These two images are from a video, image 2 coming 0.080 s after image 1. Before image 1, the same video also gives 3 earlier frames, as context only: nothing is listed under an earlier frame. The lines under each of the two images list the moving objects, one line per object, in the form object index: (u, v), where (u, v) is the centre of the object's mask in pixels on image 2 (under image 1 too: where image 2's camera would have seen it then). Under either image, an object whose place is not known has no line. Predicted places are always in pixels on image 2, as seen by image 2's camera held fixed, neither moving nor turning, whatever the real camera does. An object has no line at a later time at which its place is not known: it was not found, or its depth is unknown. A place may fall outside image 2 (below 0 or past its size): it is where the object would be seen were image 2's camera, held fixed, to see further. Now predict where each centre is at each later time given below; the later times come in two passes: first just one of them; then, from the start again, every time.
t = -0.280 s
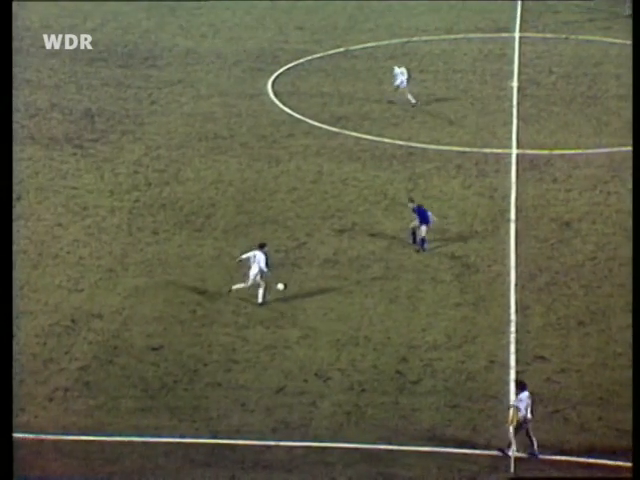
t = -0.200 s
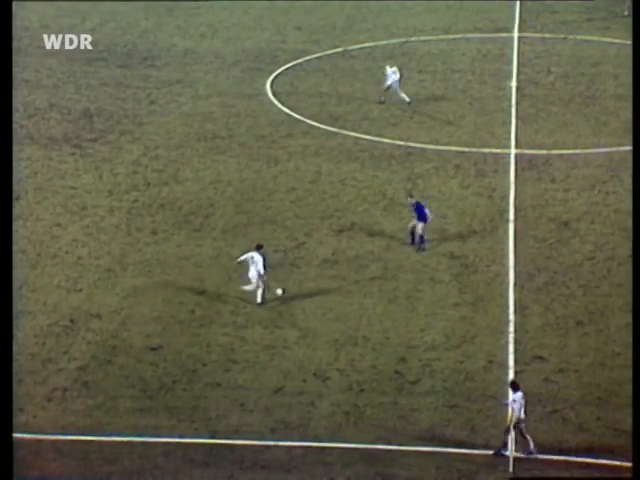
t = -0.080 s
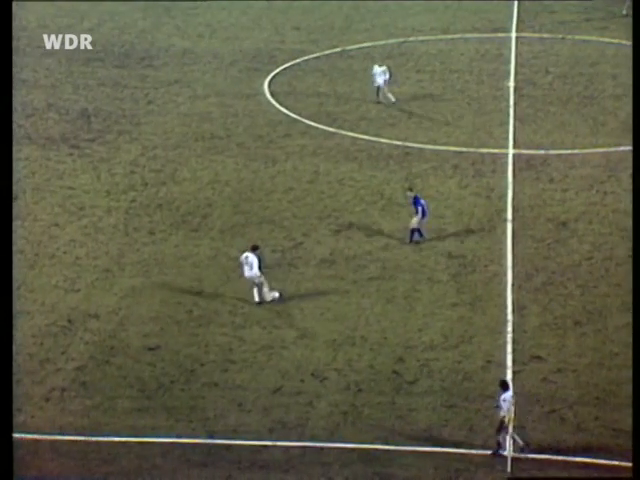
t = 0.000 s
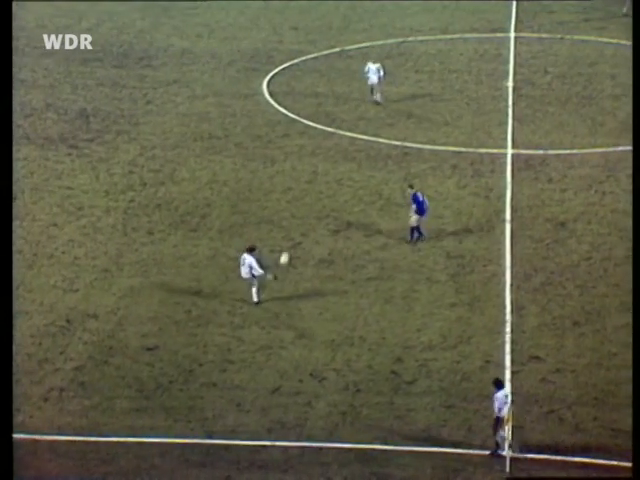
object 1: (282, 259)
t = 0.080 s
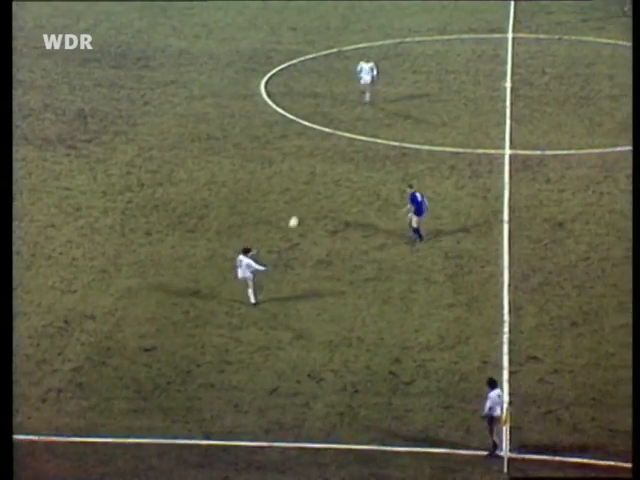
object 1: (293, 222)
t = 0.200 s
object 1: (307, 173)
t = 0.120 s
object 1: (298, 205)
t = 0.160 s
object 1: (302, 188)
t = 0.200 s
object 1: (307, 173)
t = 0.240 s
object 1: (311, 158)
